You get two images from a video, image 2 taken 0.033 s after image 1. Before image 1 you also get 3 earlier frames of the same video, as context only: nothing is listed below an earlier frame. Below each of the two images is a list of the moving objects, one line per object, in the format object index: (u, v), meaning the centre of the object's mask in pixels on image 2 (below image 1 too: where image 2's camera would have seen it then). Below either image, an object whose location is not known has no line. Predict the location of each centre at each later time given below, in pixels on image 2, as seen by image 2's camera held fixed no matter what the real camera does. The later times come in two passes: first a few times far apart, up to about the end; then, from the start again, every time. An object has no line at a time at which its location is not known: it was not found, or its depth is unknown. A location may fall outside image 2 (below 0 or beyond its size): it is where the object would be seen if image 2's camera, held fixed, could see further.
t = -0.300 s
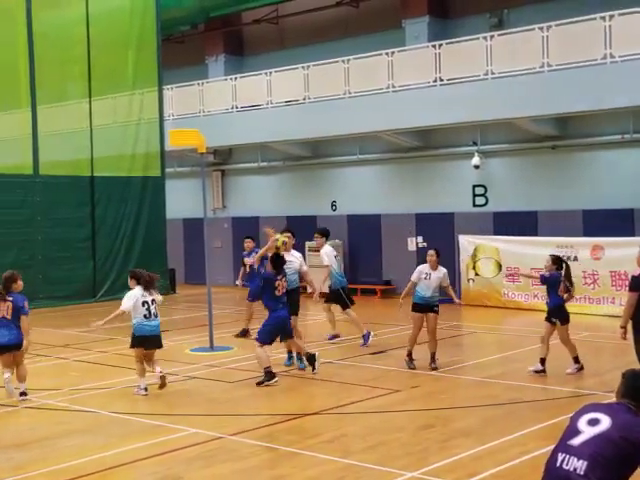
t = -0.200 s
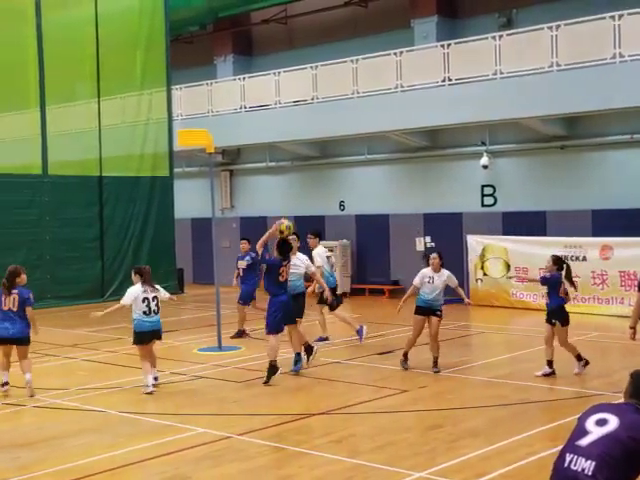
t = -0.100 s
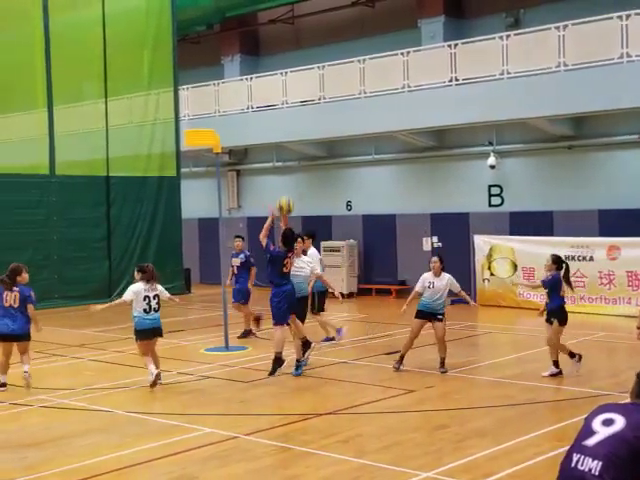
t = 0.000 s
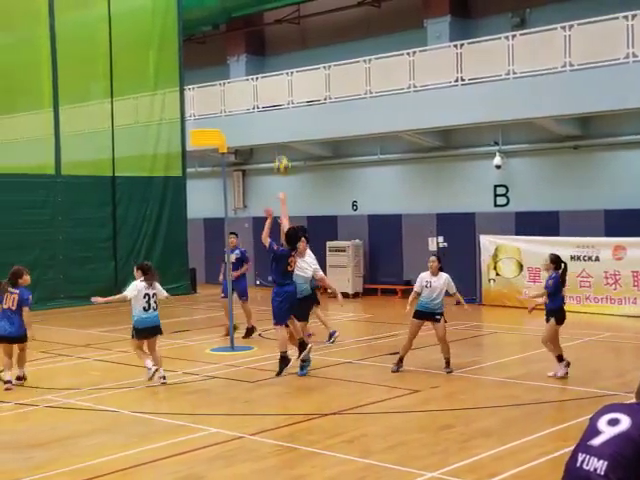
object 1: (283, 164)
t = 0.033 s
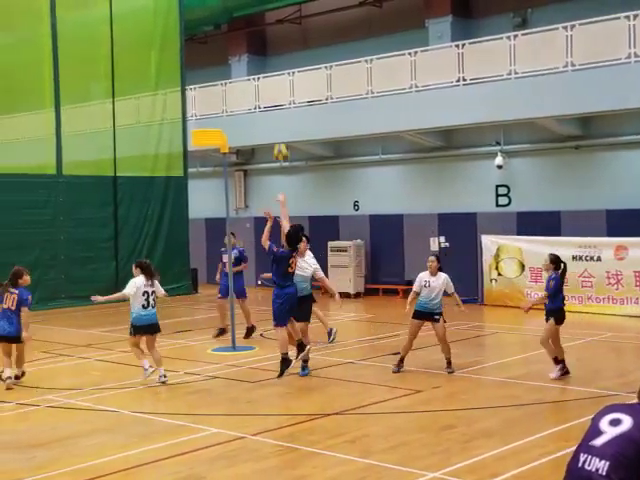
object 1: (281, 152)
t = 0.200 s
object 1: (267, 105)
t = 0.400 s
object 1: (254, 75)
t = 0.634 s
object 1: (241, 78)
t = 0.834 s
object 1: (231, 109)
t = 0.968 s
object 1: (230, 141)
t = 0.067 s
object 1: (278, 141)
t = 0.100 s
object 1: (275, 131)
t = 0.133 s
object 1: (273, 120)
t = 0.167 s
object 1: (270, 113)
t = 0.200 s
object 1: (267, 105)
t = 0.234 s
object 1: (265, 97)
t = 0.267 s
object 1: (262, 91)
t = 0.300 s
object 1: (260, 85)
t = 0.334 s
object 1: (258, 81)
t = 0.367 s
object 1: (256, 78)
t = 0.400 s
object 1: (254, 75)
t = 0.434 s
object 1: (253, 73)
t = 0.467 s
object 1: (251, 73)
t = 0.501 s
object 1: (248, 72)
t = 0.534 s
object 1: (246, 72)
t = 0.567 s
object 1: (244, 73)
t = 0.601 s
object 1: (243, 75)
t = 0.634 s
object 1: (241, 78)
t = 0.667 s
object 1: (239, 81)
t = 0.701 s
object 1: (237, 86)
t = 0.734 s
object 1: (235, 90)
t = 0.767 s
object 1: (234, 97)
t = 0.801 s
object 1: (232, 102)
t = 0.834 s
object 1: (231, 109)
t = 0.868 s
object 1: (230, 116)
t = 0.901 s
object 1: (228, 125)
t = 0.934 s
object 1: (229, 132)
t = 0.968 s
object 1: (230, 141)
